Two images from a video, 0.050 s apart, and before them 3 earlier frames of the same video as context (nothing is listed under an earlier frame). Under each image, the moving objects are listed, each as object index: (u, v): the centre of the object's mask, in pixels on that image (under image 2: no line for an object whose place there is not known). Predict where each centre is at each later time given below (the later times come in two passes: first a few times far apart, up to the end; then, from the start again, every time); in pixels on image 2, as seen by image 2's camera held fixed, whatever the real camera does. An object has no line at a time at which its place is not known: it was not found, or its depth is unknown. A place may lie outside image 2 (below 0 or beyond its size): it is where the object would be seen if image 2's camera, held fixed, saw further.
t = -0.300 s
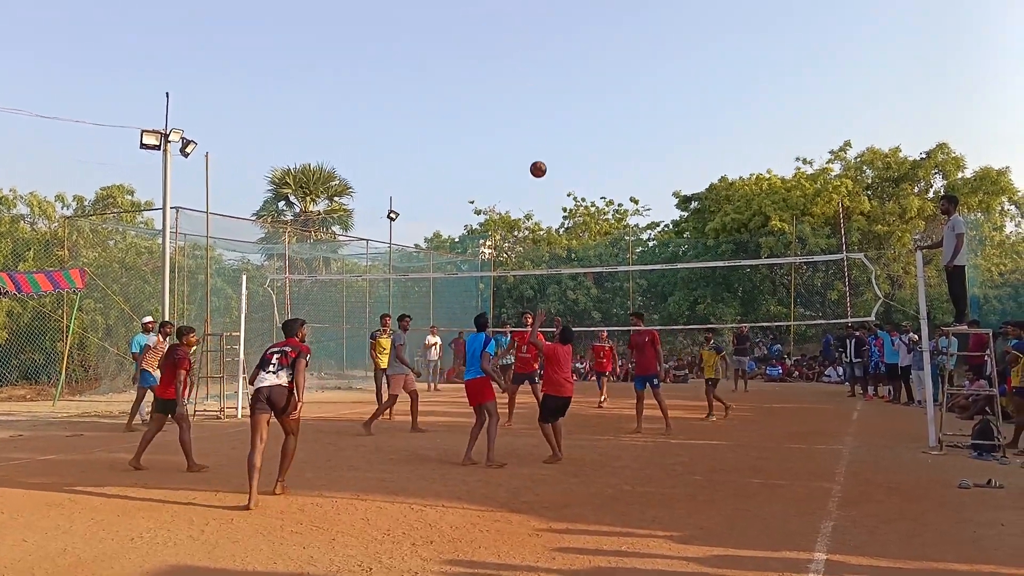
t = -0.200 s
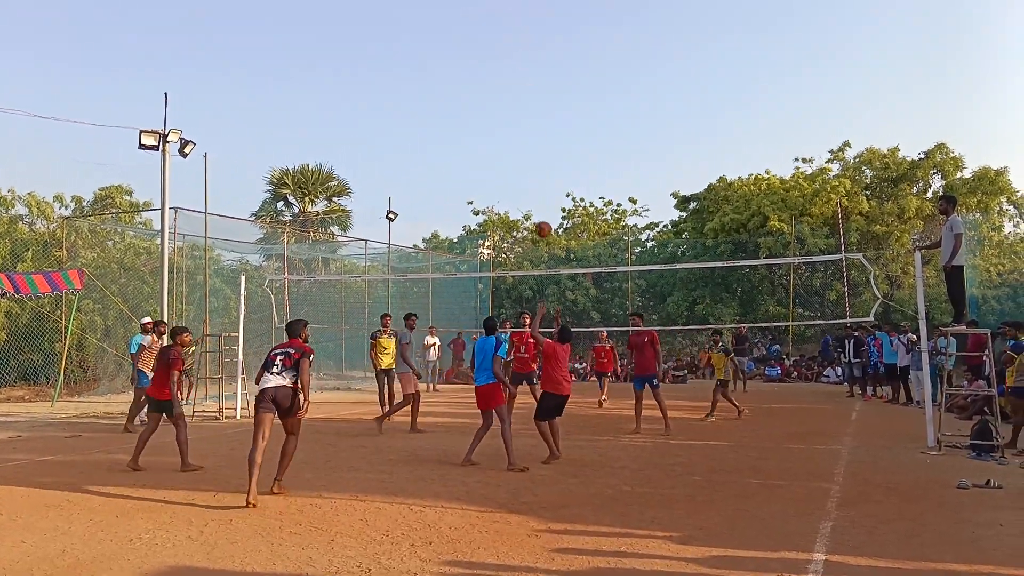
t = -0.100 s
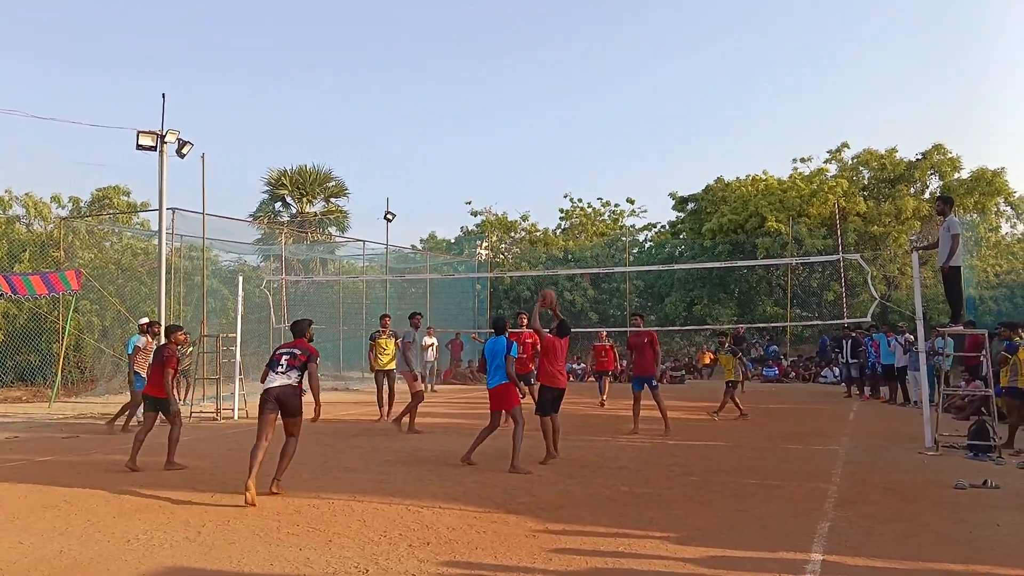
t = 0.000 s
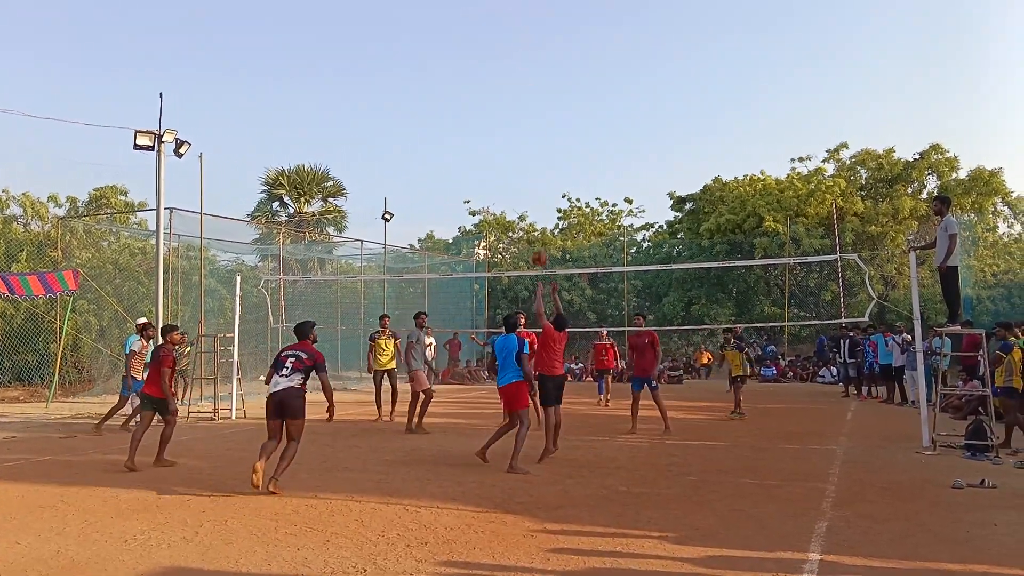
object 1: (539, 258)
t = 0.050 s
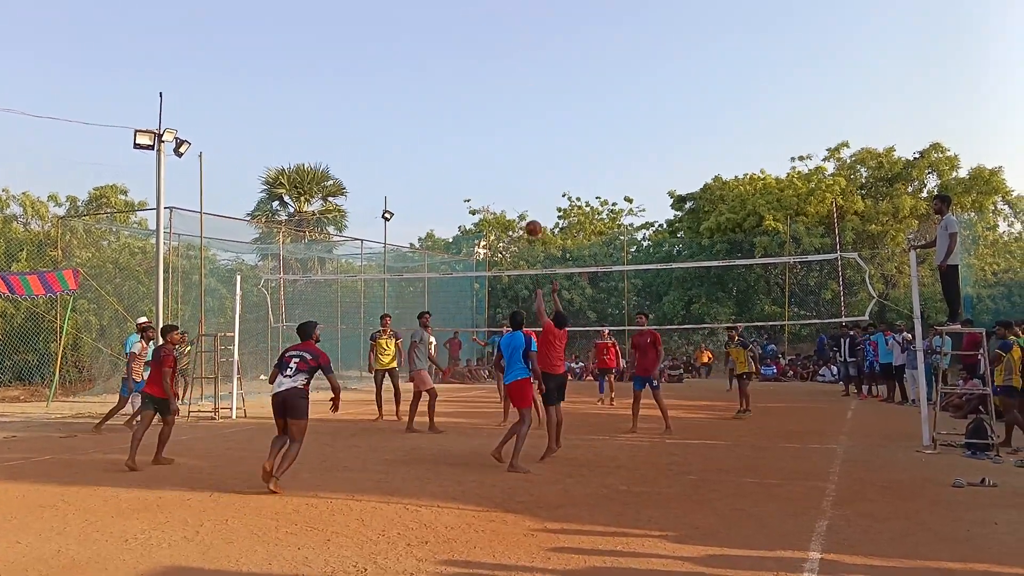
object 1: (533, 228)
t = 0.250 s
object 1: (509, 137)
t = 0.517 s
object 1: (480, 64)
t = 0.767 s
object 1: (453, 46)
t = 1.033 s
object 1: (426, 74)
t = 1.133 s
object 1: (416, 97)
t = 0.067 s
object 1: (531, 219)
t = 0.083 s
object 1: (529, 211)
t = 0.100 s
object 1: (527, 202)
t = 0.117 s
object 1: (525, 194)
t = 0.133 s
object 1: (523, 186)
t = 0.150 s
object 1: (521, 178)
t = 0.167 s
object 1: (519, 171)
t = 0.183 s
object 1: (517, 164)
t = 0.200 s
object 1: (515, 157)
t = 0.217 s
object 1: (513, 149)
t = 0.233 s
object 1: (511, 143)
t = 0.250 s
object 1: (509, 137)
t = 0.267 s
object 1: (508, 131)
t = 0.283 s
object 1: (506, 125)
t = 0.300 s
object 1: (504, 119)
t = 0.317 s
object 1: (502, 113)
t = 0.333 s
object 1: (500, 108)
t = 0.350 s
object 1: (498, 103)
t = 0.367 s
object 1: (497, 98)
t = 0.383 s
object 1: (495, 94)
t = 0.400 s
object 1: (493, 89)
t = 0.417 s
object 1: (491, 85)
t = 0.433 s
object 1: (489, 81)
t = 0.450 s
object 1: (487, 77)
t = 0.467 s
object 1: (485, 74)
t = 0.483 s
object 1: (484, 70)
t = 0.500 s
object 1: (482, 67)
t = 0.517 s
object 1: (480, 64)
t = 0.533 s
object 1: (478, 62)
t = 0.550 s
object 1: (477, 59)
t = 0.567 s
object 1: (475, 57)
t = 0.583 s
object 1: (473, 55)
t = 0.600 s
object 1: (471, 53)
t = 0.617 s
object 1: (469, 51)
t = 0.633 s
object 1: (468, 50)
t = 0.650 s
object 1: (466, 49)
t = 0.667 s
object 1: (464, 48)
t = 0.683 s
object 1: (462, 47)
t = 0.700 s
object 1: (460, 46)
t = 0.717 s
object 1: (459, 46)
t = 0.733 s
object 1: (457, 45)
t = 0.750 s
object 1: (455, 45)
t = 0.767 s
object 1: (453, 46)
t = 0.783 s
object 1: (452, 46)
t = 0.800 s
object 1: (450, 47)
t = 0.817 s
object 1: (448, 47)
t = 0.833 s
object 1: (447, 48)
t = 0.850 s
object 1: (445, 49)
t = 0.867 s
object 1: (443, 51)
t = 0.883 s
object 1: (442, 52)
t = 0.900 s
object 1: (440, 54)
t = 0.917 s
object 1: (438, 56)
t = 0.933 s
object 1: (436, 58)
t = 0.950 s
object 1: (434, 60)
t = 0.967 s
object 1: (433, 62)
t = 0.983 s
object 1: (431, 65)
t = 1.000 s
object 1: (429, 68)
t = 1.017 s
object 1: (427, 71)
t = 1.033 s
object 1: (426, 74)
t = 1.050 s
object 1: (424, 77)
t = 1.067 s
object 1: (422, 81)
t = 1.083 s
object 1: (421, 84)
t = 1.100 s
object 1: (419, 88)
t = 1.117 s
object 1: (417, 92)
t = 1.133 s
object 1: (416, 97)
